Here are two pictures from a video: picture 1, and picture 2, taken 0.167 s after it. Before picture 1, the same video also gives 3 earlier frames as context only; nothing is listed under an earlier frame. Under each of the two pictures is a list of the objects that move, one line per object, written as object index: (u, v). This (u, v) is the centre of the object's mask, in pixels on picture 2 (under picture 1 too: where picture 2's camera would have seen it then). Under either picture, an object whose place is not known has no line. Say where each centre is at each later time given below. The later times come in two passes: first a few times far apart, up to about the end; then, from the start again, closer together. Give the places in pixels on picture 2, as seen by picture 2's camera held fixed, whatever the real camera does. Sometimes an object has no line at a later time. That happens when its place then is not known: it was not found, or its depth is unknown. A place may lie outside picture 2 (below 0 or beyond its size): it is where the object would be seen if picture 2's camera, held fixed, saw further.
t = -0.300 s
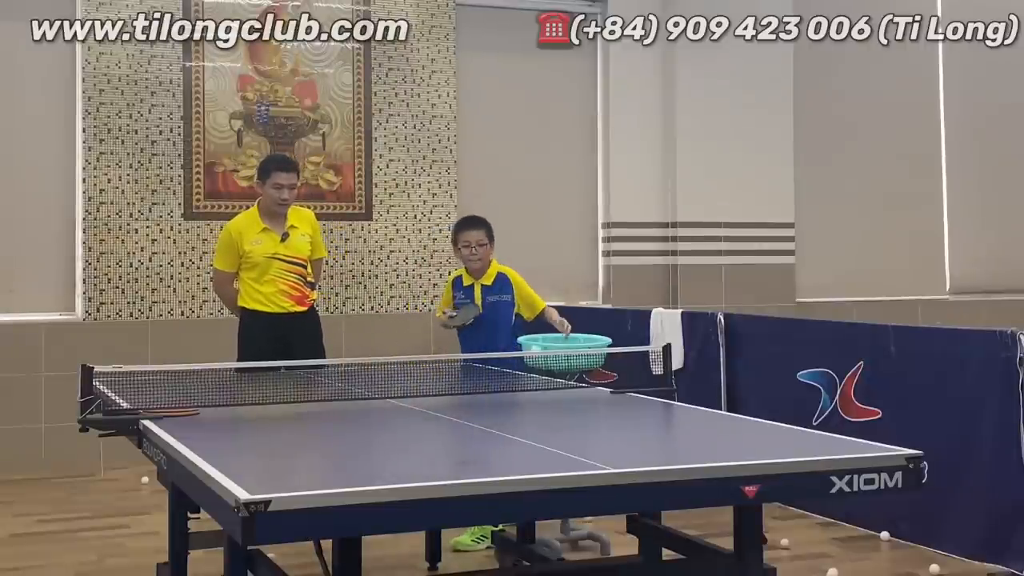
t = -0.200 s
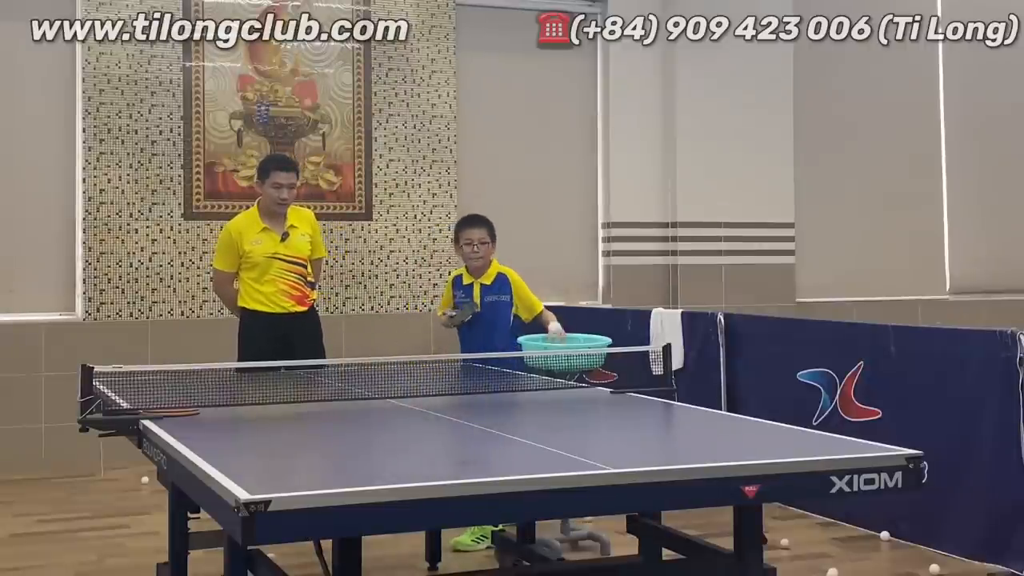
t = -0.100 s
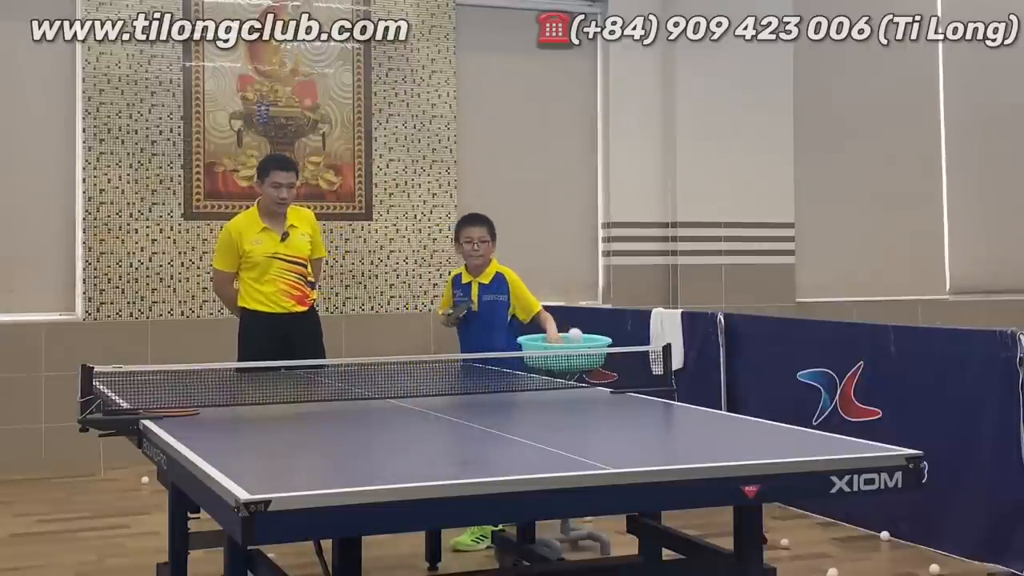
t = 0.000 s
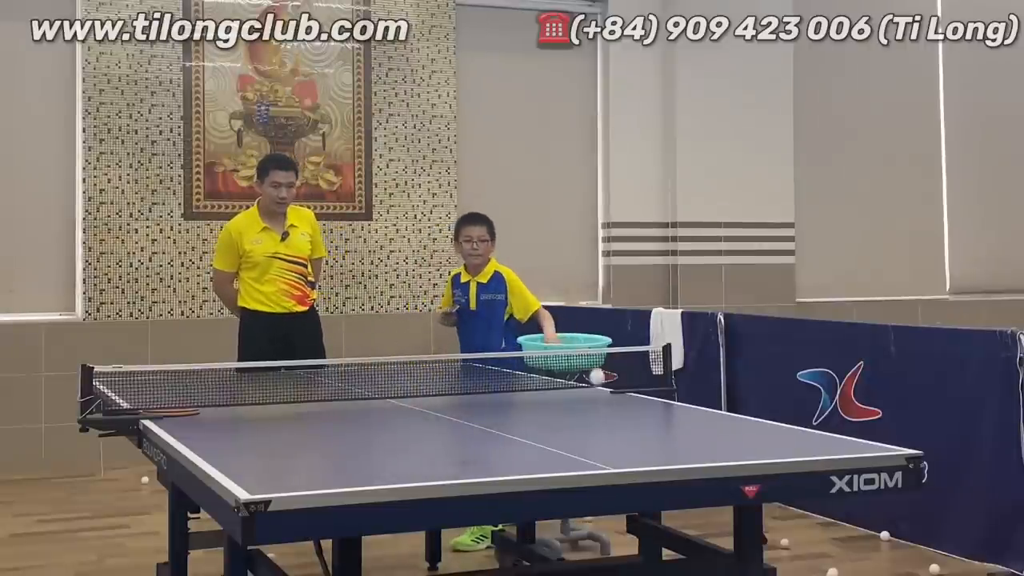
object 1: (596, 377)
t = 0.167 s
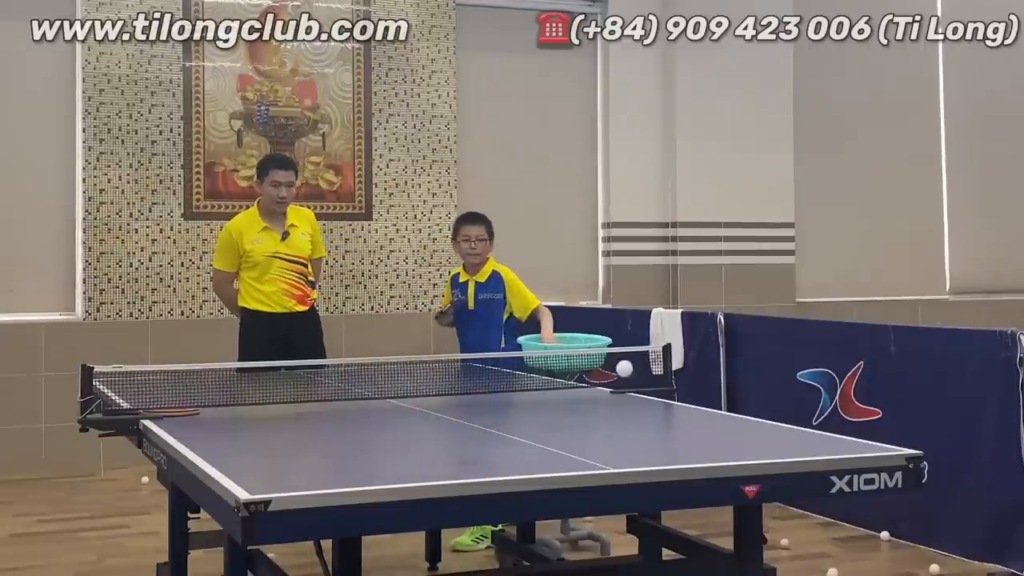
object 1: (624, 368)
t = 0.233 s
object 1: (632, 360)
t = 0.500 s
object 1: (662, 410)
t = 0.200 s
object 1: (628, 362)
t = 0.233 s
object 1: (632, 360)
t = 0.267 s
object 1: (637, 363)
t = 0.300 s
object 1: (641, 370)
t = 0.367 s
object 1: (652, 398)
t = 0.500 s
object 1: (662, 410)
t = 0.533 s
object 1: (663, 399)
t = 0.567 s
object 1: (664, 392)
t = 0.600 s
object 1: (664, 391)
